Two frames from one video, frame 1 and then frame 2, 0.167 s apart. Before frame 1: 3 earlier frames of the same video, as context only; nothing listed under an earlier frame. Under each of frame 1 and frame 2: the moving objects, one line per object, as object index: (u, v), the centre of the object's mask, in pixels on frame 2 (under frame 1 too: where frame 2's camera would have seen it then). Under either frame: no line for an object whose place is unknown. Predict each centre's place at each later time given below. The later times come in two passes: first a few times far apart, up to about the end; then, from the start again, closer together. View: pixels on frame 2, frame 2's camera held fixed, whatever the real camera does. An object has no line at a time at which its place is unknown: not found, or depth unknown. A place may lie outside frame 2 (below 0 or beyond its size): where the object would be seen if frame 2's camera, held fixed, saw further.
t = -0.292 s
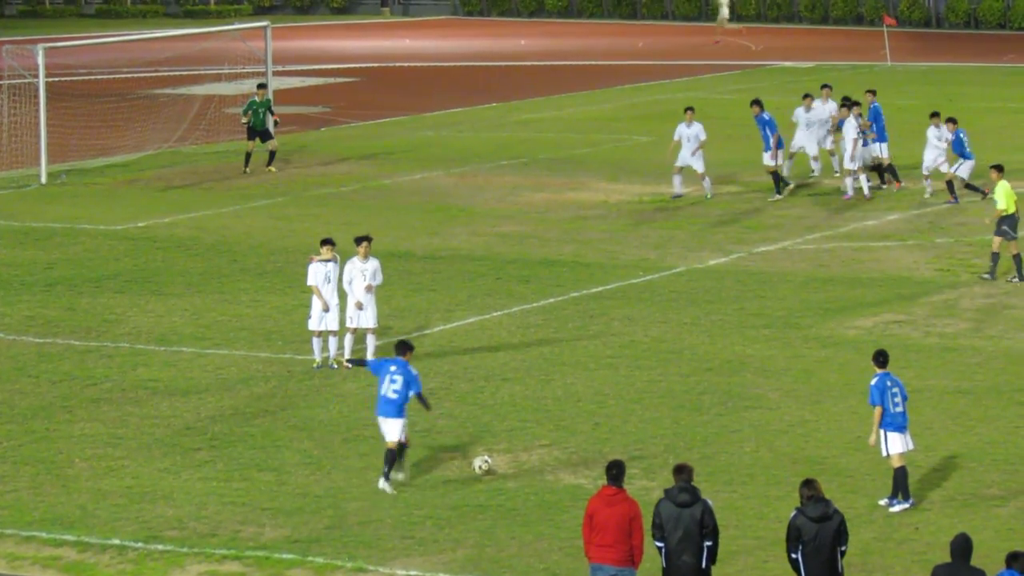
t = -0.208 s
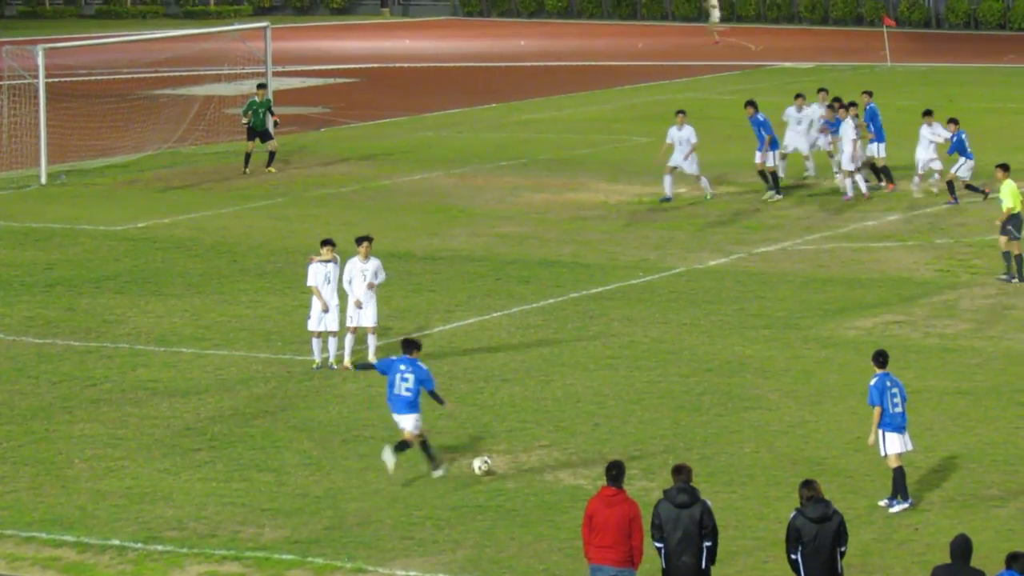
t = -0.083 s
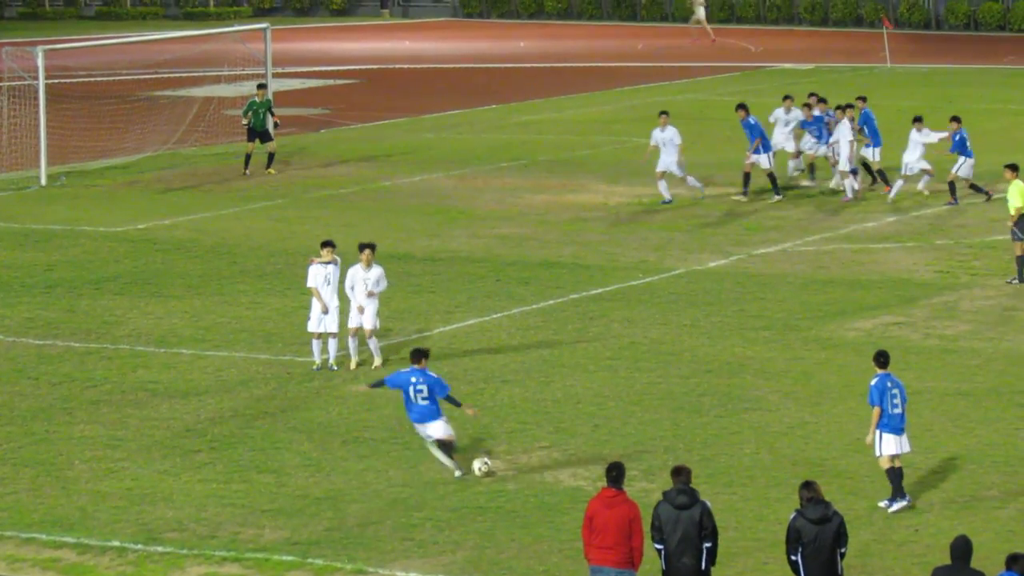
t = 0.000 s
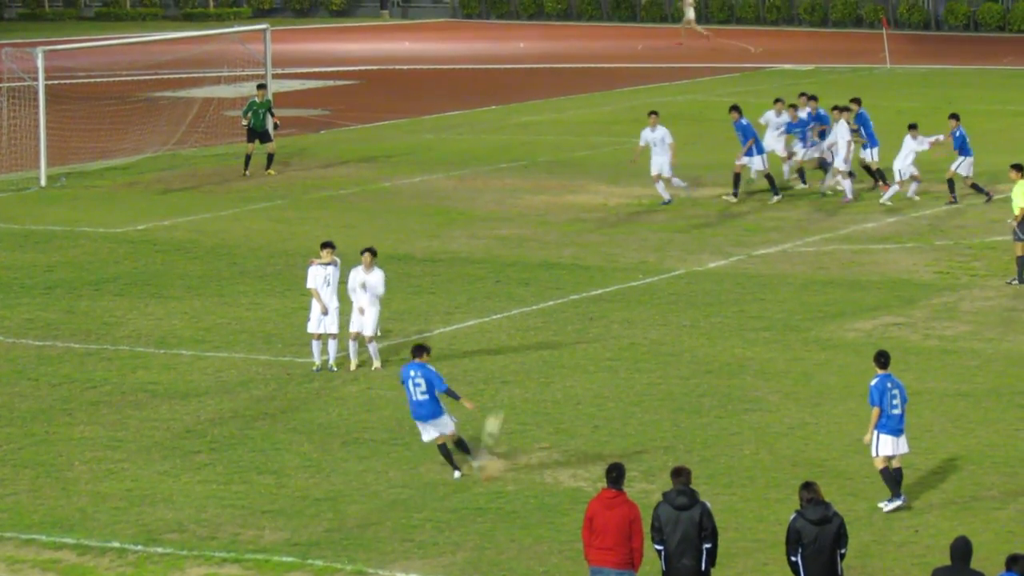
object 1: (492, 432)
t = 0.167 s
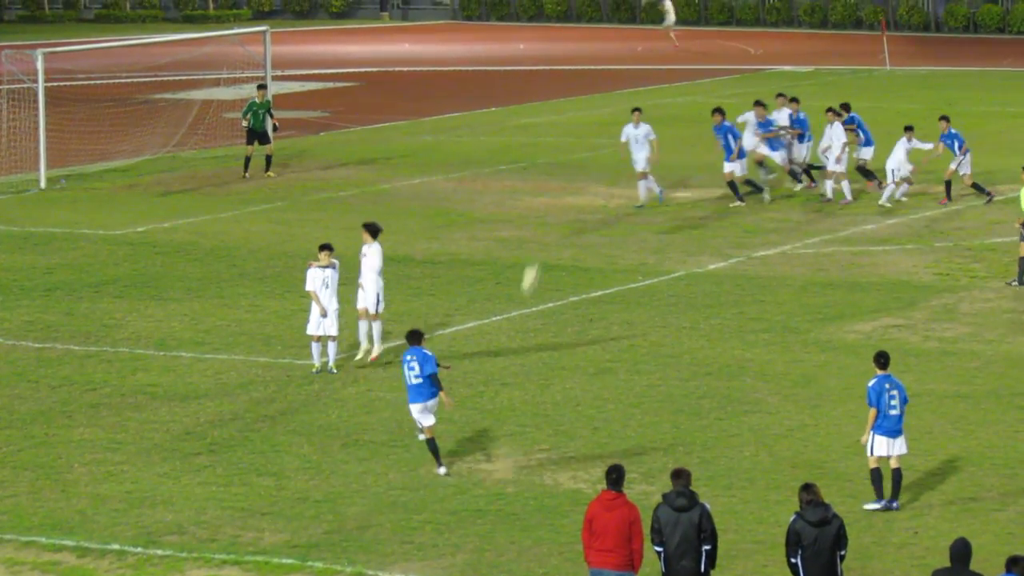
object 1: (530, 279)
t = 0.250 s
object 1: (544, 215)
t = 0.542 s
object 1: (568, 58)
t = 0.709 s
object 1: (570, -2)
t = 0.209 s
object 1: (538, 246)
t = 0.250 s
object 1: (544, 215)
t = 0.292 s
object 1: (549, 187)
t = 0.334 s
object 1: (554, 161)
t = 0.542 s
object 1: (568, 58)
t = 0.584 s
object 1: (569, 42)
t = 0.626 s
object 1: (568, 31)
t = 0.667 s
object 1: (571, 12)
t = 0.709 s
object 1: (570, -2)
